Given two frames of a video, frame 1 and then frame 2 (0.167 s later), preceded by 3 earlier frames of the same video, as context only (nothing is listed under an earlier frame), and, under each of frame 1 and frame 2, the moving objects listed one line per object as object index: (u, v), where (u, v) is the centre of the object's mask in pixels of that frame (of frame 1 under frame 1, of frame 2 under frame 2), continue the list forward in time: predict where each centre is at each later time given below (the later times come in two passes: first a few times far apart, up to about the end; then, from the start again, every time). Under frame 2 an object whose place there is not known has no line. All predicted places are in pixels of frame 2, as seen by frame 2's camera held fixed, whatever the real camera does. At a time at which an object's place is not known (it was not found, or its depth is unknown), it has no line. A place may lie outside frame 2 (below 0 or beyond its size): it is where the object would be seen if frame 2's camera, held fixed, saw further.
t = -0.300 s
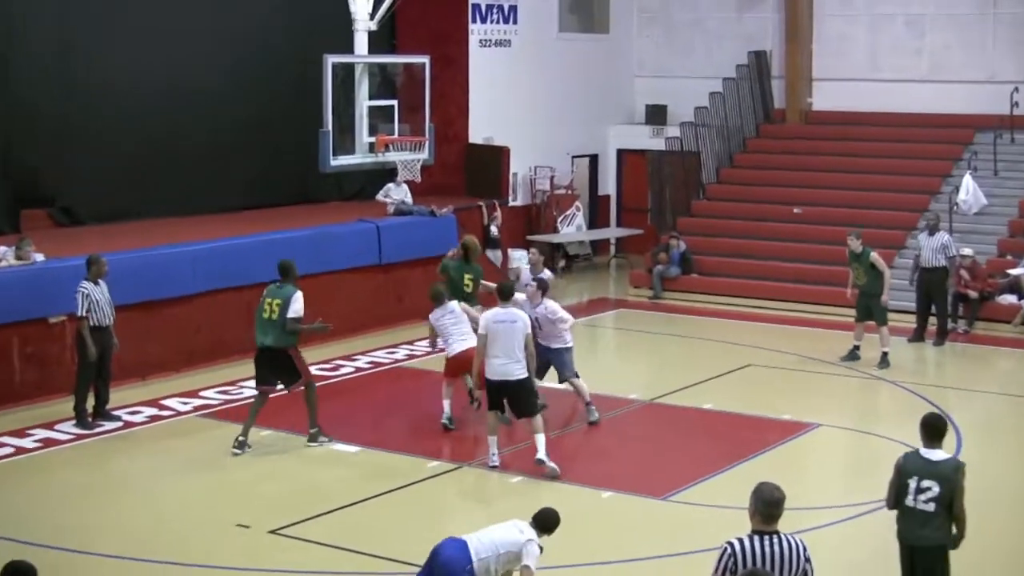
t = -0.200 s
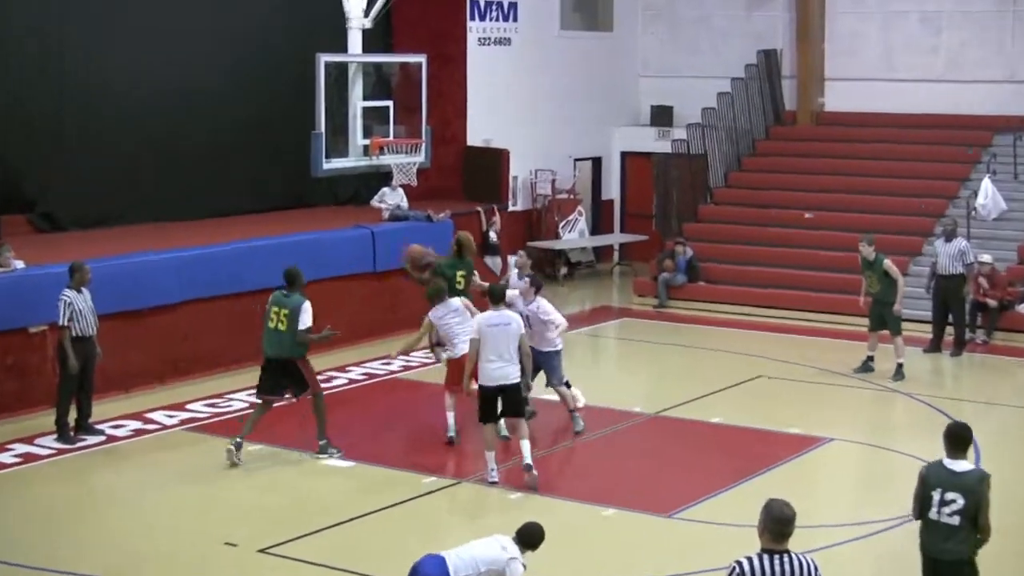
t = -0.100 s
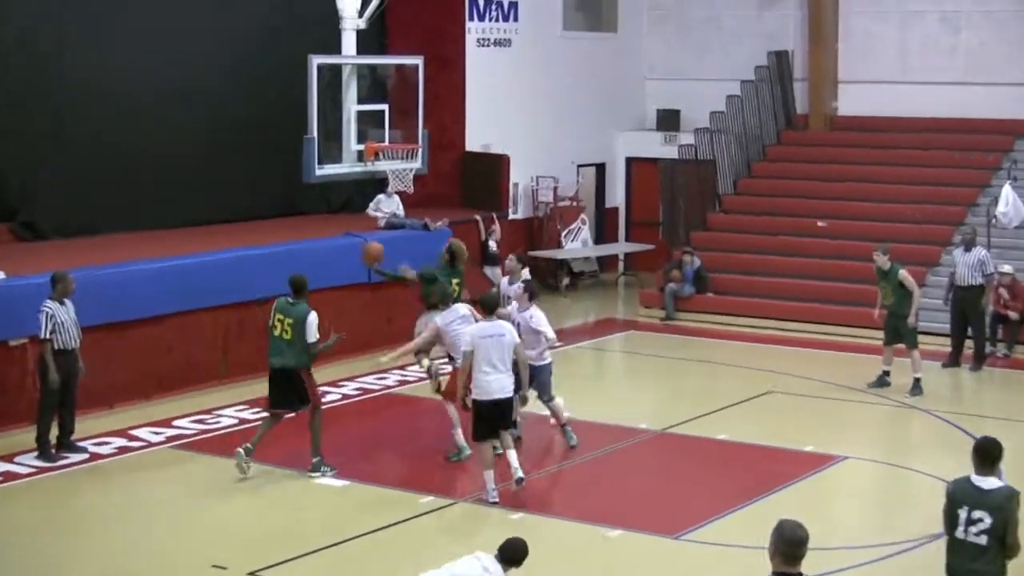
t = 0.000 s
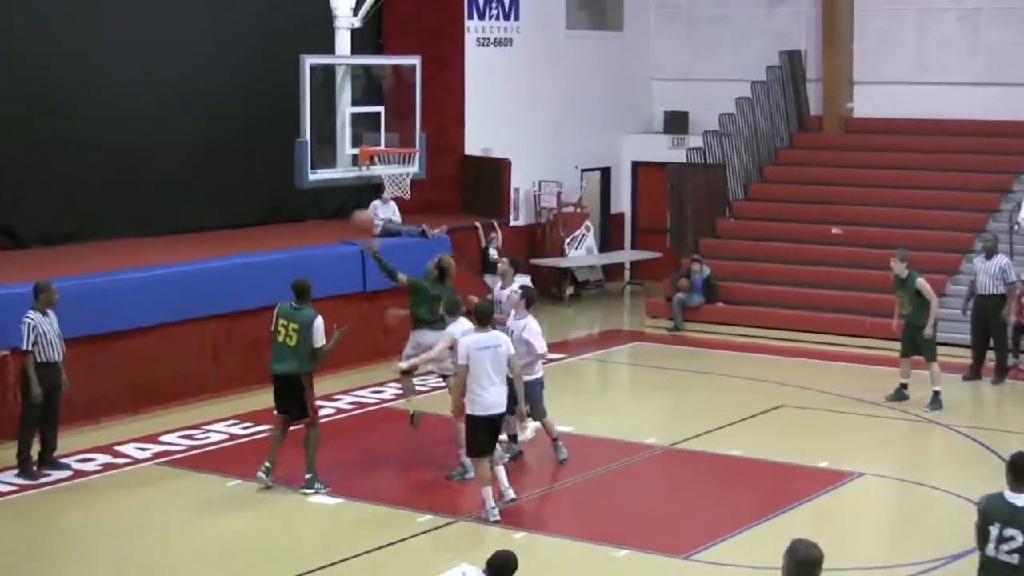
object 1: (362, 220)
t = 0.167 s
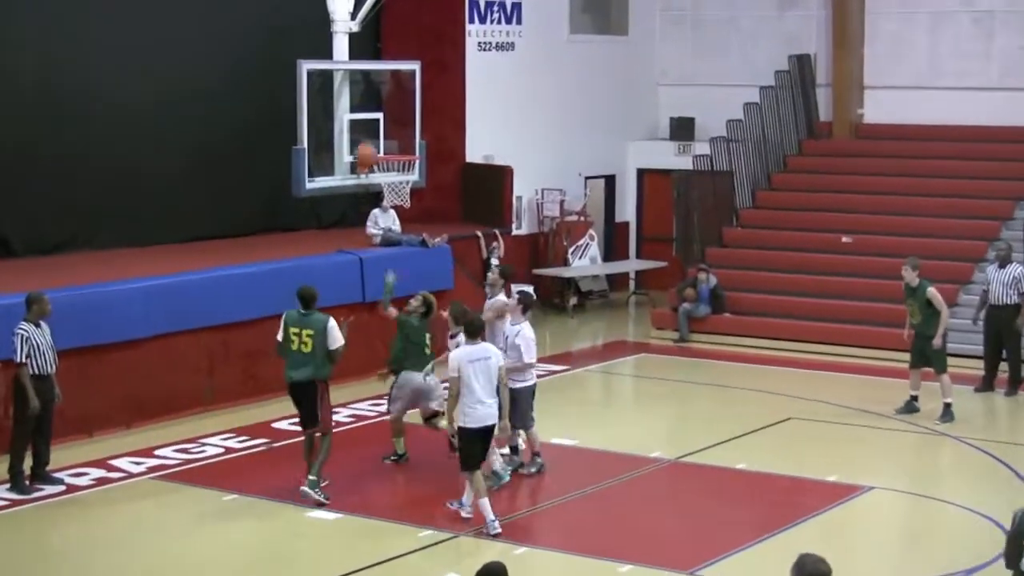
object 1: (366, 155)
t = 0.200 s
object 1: (366, 143)
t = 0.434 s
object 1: (372, 98)
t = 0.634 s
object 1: (376, 99)
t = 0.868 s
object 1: (385, 146)
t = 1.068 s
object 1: (411, 142)
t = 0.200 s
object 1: (366, 143)
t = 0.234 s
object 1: (366, 134)
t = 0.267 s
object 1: (367, 126)
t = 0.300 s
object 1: (368, 117)
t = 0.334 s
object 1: (369, 109)
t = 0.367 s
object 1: (370, 104)
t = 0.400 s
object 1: (371, 100)
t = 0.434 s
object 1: (372, 98)
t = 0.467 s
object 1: (372, 95)
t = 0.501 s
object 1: (373, 94)
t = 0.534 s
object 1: (374, 95)
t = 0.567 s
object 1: (375, 94)
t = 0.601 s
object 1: (376, 97)
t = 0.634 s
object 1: (376, 99)
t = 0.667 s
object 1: (377, 102)
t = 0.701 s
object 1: (379, 108)
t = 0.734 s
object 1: (380, 114)
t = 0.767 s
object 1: (380, 123)
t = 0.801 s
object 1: (381, 132)
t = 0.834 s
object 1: (383, 140)
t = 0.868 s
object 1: (385, 146)
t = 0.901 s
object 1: (389, 144)
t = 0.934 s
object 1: (393, 142)
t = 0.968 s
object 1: (397, 141)
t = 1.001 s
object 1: (403, 140)
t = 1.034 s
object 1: (407, 141)
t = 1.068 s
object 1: (411, 142)
